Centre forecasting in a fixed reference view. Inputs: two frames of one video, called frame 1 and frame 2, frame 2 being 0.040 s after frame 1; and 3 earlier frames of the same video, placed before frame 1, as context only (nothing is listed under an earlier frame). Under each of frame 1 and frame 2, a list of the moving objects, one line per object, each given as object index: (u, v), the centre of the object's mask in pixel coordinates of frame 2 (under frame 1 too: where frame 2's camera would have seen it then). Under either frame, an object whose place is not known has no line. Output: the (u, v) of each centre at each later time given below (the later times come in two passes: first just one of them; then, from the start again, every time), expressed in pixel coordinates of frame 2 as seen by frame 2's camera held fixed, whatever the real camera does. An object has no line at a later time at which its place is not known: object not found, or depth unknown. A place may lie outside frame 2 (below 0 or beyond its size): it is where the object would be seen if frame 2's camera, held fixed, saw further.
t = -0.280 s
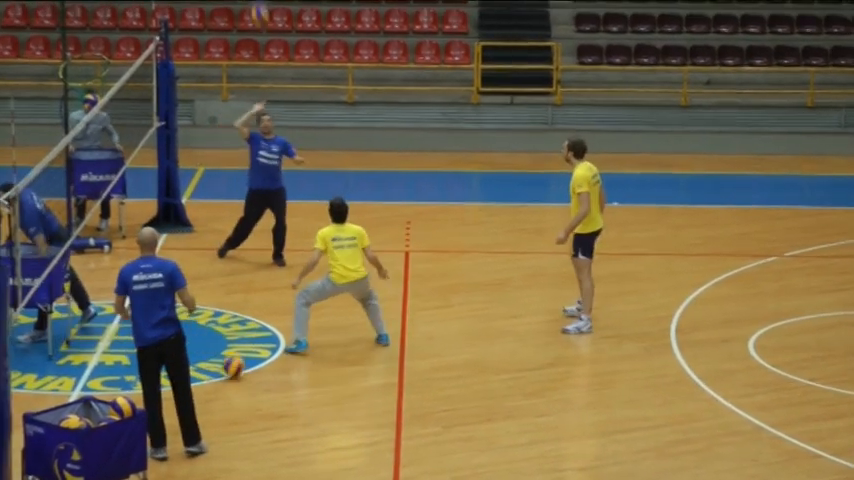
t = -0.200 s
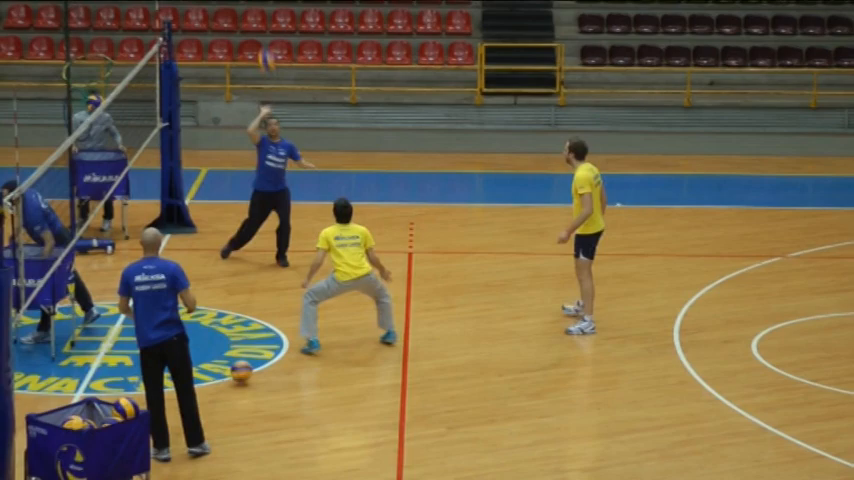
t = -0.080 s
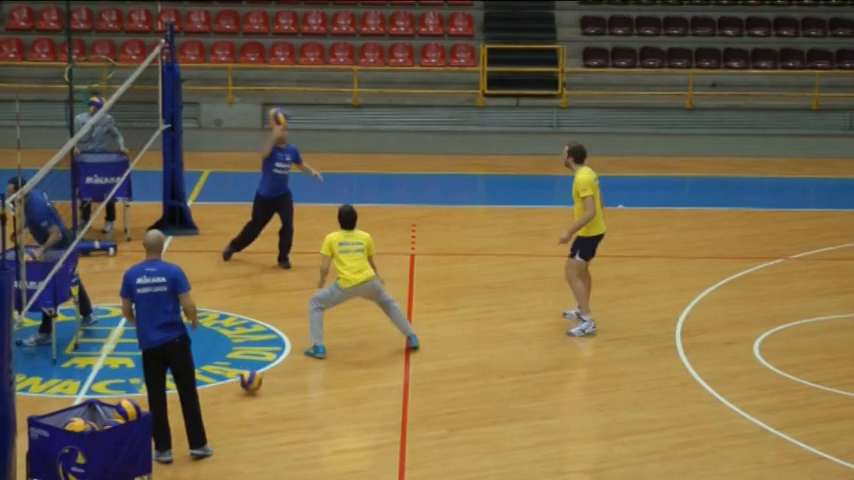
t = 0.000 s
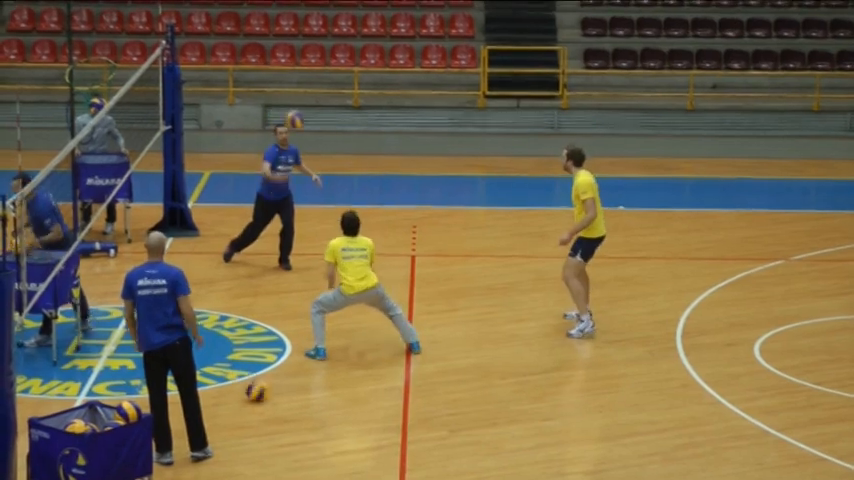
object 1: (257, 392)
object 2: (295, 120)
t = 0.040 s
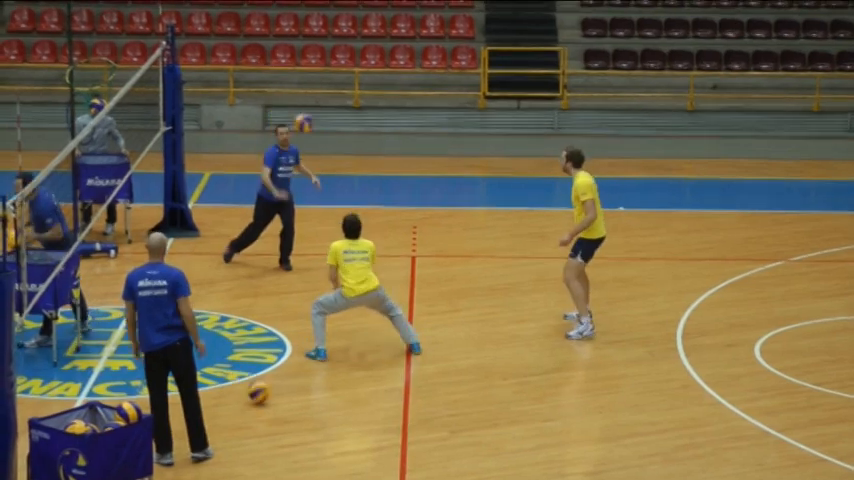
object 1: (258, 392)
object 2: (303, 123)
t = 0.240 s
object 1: (271, 404)
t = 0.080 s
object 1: (261, 394)
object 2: (311, 127)
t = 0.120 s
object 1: (263, 398)
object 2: (318, 133)
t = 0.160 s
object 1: (266, 401)
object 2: (326, 140)
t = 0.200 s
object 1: (269, 401)
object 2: (333, 148)
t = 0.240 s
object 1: (271, 404)
